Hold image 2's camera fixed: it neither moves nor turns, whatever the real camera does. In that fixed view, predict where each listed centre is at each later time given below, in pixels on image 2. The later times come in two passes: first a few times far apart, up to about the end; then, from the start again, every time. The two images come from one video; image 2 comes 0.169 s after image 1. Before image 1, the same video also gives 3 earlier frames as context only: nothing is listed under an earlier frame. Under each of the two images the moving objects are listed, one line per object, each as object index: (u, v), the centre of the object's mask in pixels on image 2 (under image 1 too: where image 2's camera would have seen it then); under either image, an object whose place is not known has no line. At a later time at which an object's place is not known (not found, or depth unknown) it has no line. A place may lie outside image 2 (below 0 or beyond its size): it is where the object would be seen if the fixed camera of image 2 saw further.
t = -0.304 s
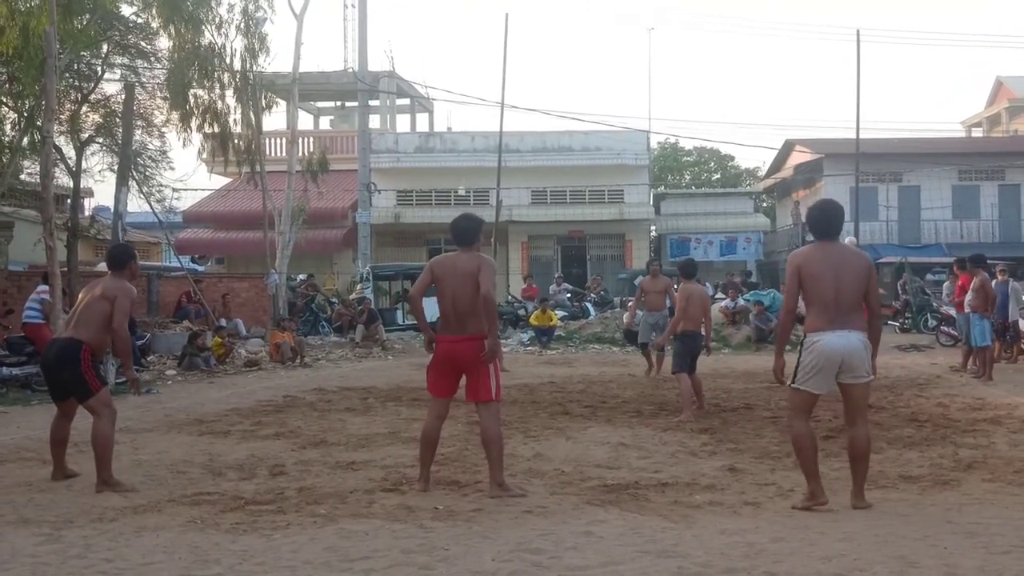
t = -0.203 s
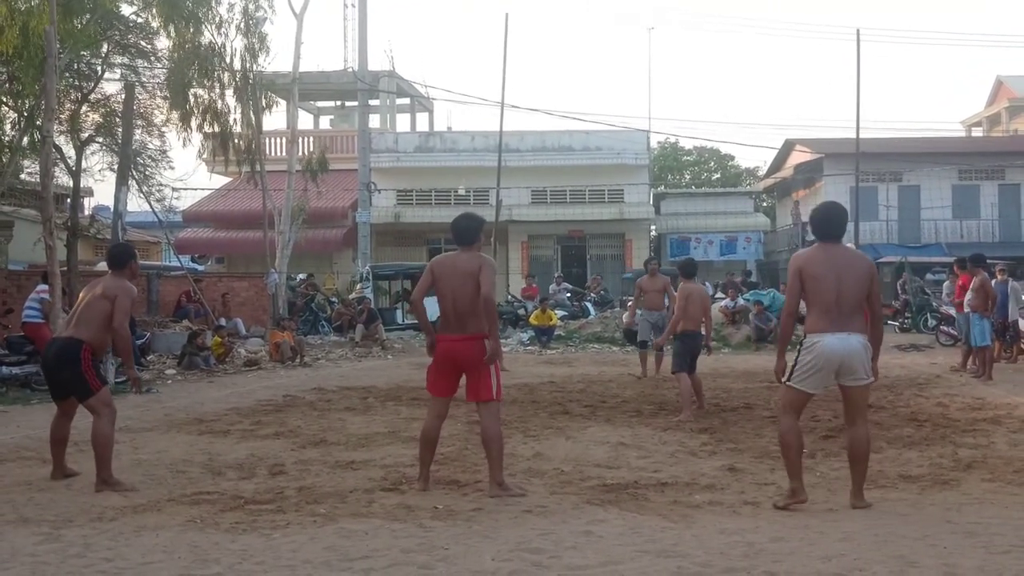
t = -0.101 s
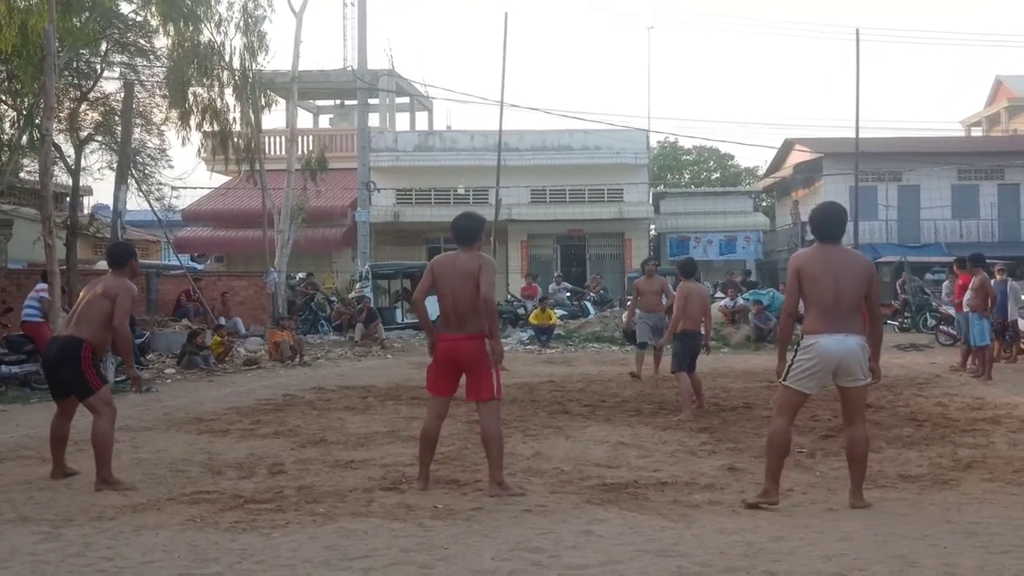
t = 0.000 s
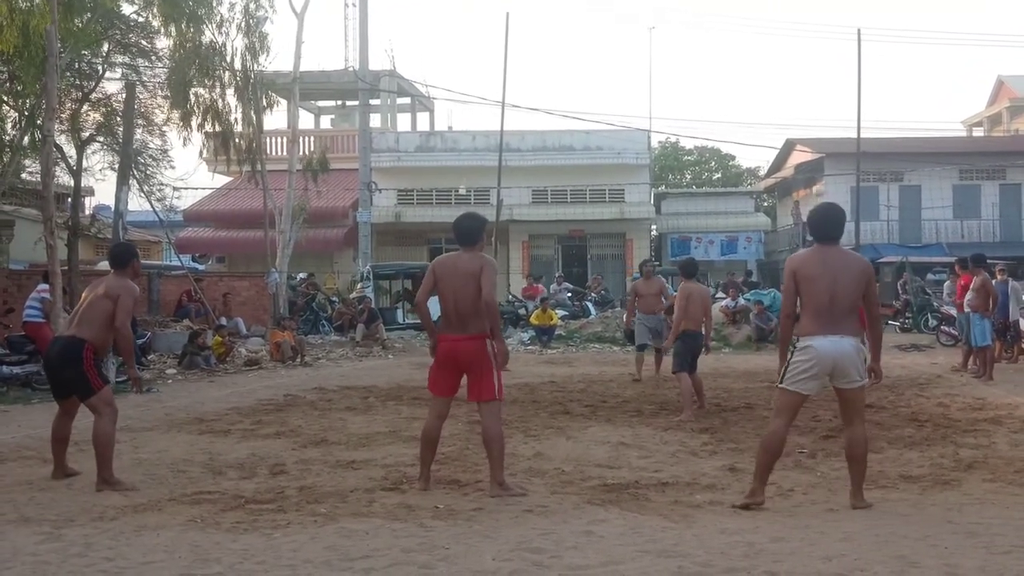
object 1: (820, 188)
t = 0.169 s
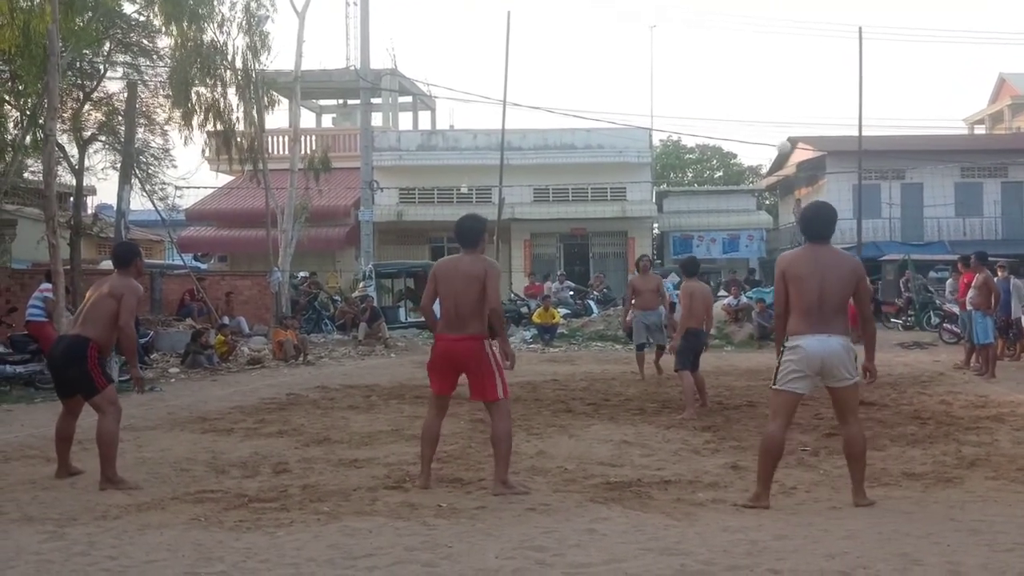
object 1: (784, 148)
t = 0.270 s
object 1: (756, 127)
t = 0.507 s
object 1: (677, 101)
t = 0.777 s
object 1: (529, 128)
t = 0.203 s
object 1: (775, 140)
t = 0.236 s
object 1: (766, 133)
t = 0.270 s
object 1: (756, 127)
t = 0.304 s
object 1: (747, 121)
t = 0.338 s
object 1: (737, 116)
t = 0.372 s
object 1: (726, 111)
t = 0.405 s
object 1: (715, 108)
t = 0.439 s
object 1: (703, 104)
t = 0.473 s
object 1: (690, 102)
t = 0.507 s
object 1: (677, 101)
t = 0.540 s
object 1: (662, 100)
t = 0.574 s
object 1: (647, 100)
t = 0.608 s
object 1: (630, 102)
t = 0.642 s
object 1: (613, 104)
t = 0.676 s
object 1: (594, 108)
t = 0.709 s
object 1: (574, 112)
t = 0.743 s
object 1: (552, 119)
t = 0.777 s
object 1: (529, 128)
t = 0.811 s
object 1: (504, 139)
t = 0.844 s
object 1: (477, 151)
